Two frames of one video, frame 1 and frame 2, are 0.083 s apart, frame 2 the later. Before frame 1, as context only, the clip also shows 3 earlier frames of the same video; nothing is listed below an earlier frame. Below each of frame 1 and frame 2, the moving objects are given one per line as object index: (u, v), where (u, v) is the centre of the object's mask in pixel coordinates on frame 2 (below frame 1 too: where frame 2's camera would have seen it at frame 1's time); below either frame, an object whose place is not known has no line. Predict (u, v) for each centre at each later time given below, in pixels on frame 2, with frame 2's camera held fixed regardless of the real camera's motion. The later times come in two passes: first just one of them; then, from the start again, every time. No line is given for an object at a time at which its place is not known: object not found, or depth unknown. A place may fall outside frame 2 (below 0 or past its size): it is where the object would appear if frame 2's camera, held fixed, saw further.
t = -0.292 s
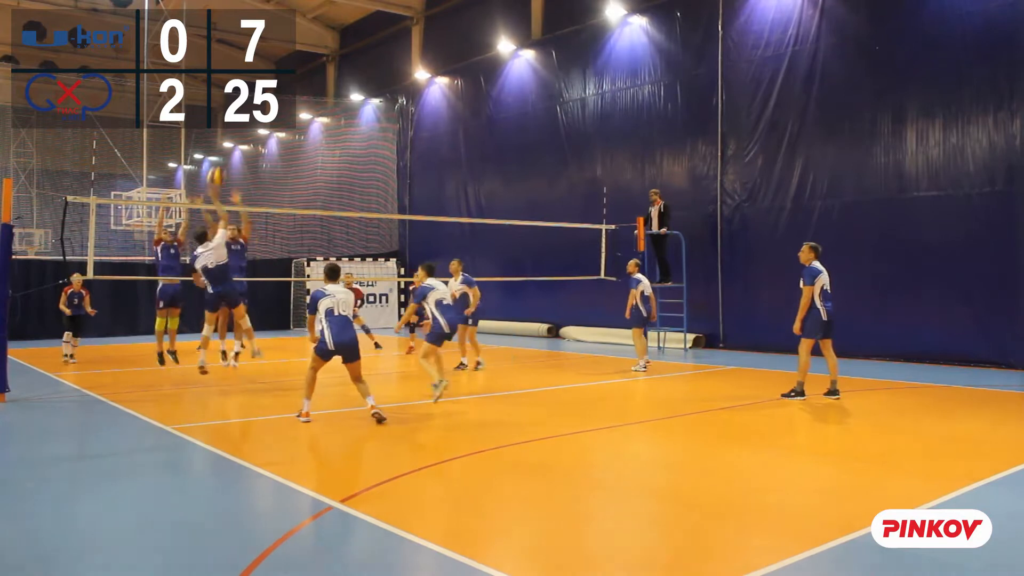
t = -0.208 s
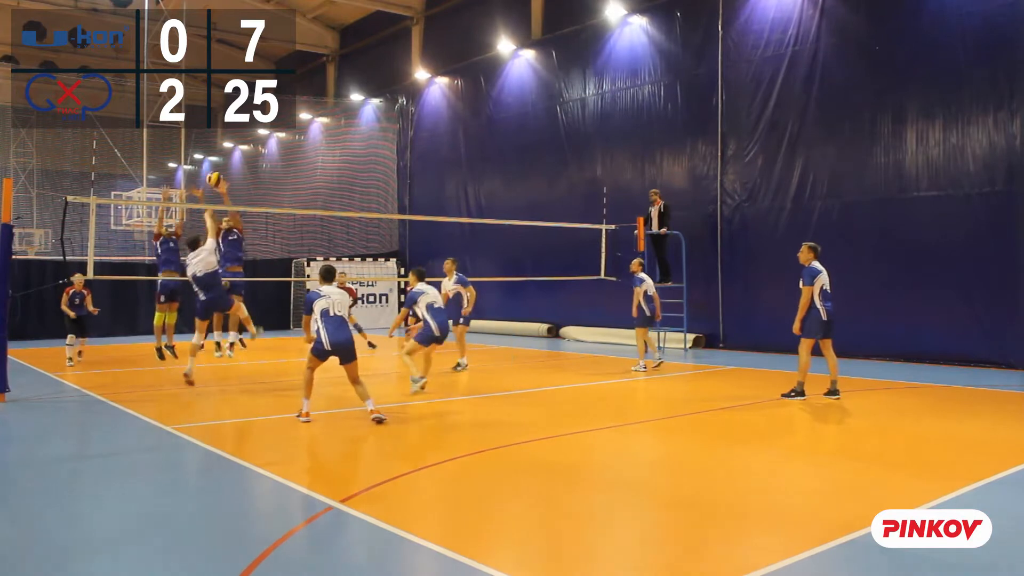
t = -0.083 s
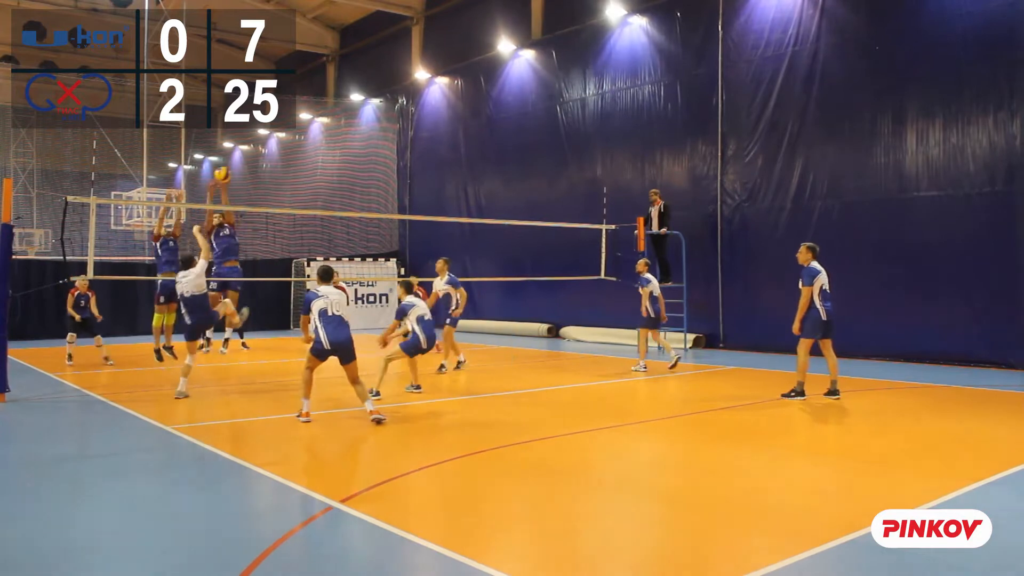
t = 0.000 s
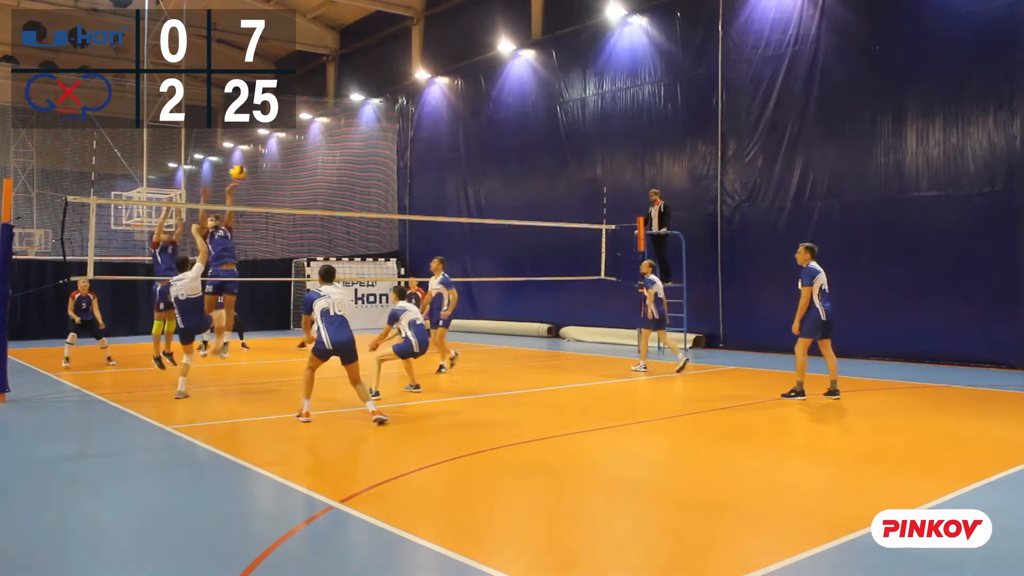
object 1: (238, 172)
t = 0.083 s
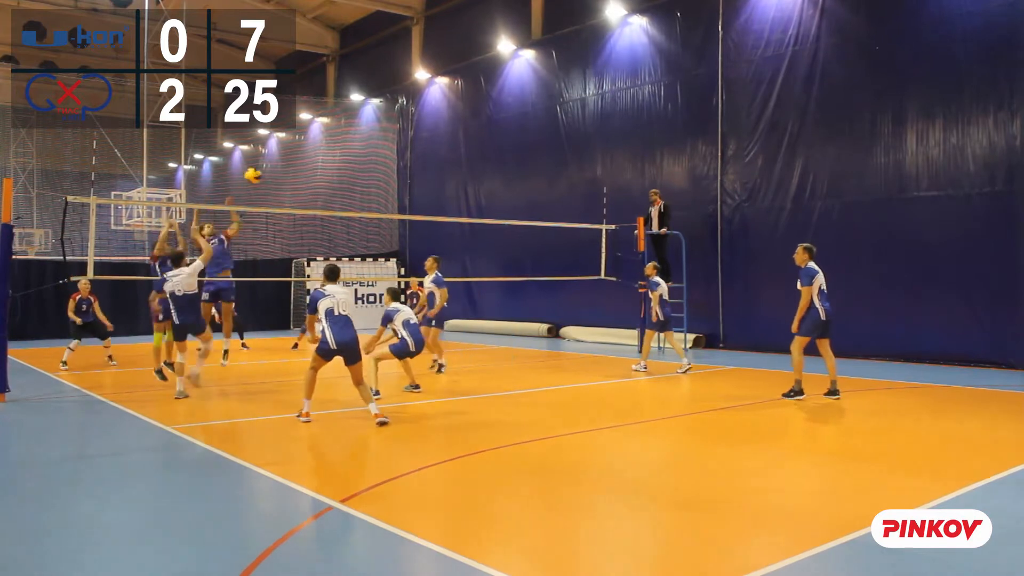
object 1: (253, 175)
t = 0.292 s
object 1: (291, 205)
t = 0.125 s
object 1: (260, 179)
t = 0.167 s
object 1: (269, 183)
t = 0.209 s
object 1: (276, 190)
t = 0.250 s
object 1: (284, 197)
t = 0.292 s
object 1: (291, 205)
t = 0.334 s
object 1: (299, 216)
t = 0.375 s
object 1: (308, 229)
